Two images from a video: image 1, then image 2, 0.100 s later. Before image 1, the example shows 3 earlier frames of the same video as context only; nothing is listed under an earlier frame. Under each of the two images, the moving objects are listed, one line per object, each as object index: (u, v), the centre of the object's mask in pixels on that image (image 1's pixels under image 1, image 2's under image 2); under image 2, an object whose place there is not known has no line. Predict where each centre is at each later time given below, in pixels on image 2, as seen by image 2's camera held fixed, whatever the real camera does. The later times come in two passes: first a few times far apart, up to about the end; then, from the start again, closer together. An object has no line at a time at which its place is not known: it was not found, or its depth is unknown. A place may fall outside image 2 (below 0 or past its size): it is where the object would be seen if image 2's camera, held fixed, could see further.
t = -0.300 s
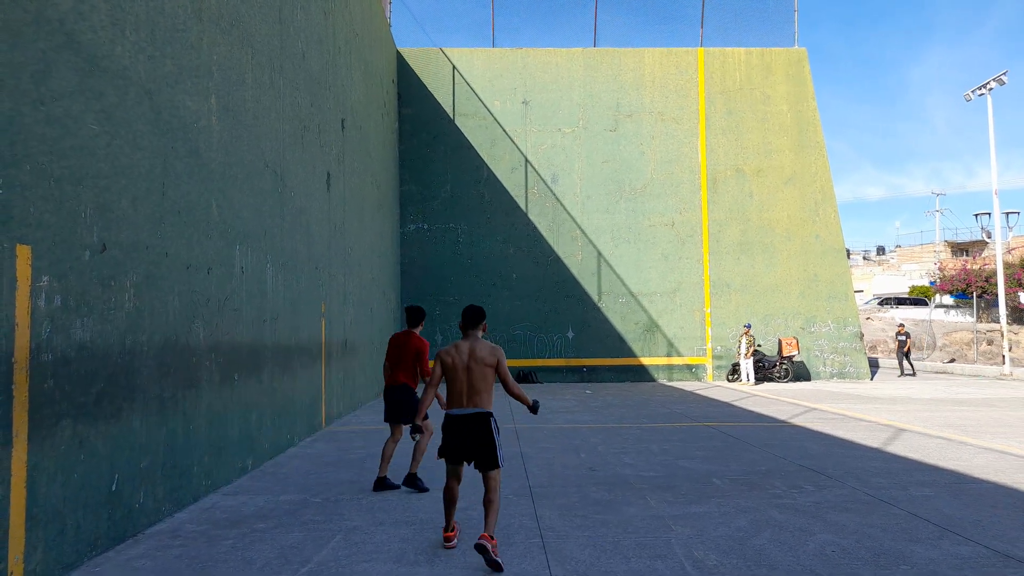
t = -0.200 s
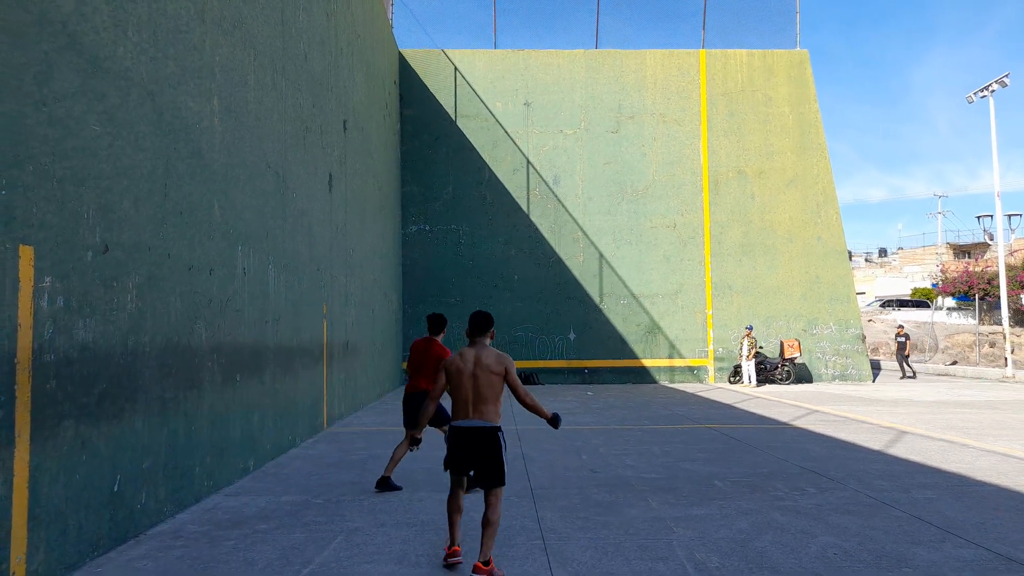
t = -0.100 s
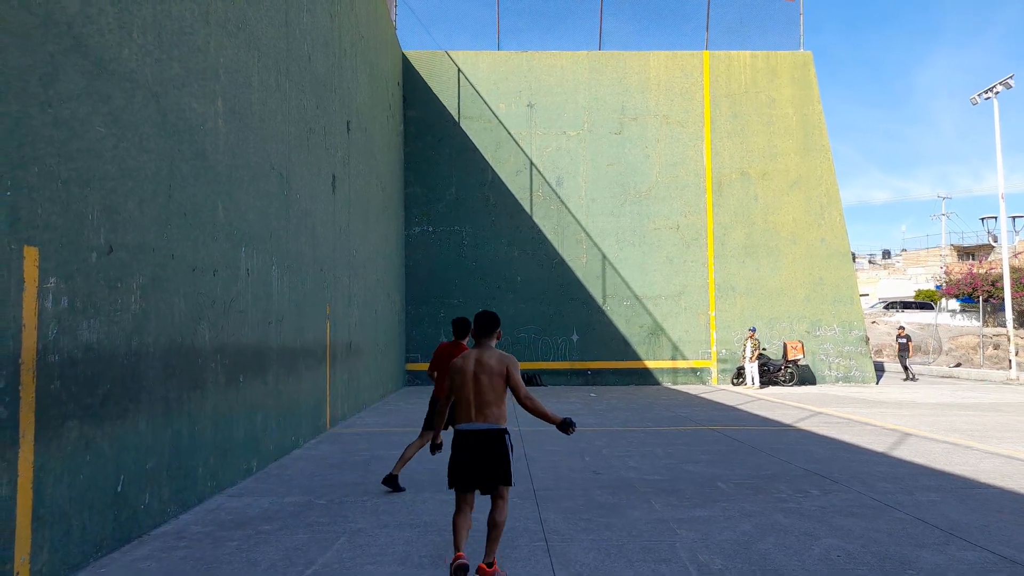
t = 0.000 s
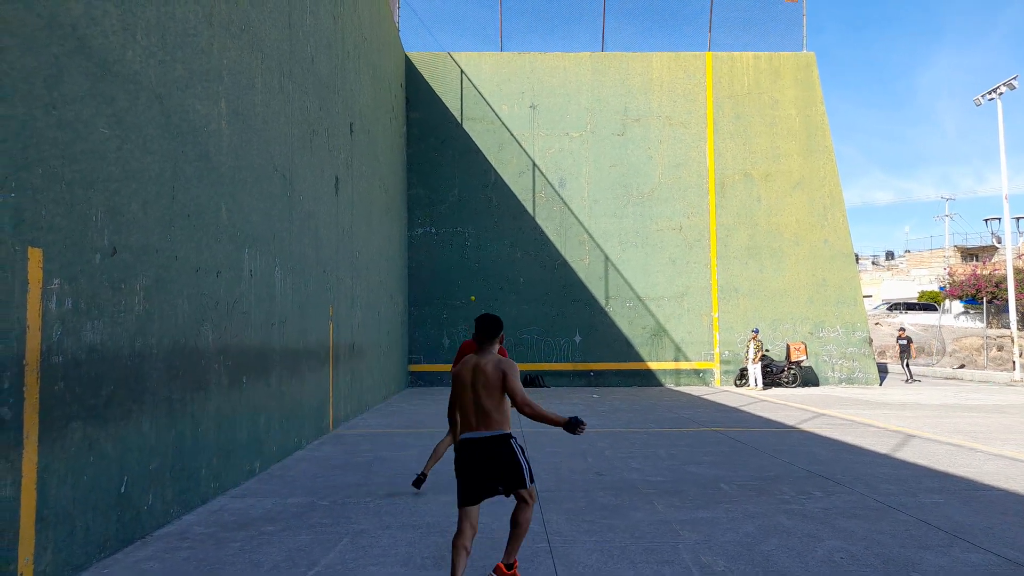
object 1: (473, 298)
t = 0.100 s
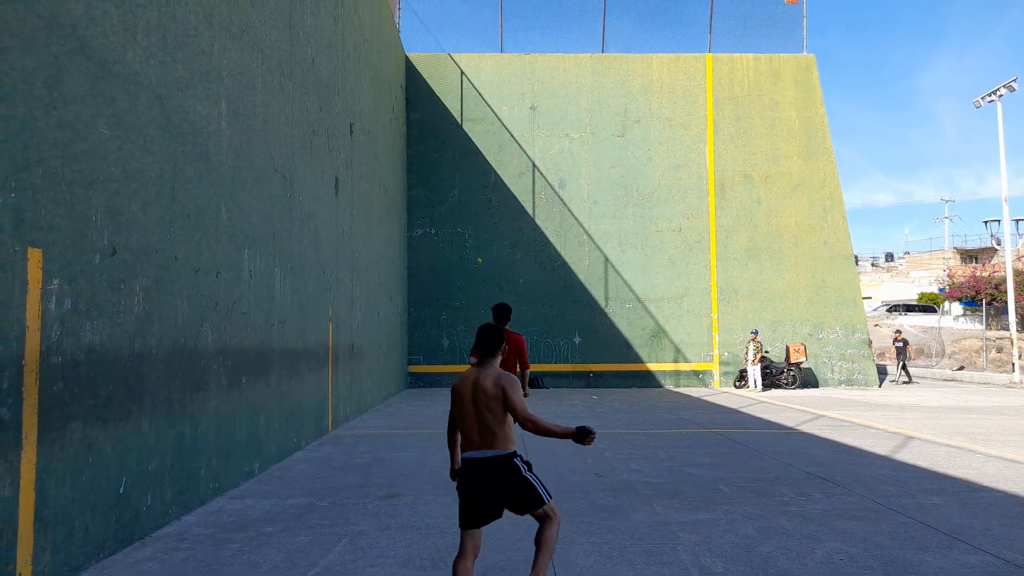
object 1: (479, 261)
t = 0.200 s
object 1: (487, 226)
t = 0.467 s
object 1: (513, 160)
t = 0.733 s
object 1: (552, 155)
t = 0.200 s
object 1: (487, 226)
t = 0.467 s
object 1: (513, 160)
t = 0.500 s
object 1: (517, 156)
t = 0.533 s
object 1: (522, 152)
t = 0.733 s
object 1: (552, 155)
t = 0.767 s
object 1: (557, 160)
